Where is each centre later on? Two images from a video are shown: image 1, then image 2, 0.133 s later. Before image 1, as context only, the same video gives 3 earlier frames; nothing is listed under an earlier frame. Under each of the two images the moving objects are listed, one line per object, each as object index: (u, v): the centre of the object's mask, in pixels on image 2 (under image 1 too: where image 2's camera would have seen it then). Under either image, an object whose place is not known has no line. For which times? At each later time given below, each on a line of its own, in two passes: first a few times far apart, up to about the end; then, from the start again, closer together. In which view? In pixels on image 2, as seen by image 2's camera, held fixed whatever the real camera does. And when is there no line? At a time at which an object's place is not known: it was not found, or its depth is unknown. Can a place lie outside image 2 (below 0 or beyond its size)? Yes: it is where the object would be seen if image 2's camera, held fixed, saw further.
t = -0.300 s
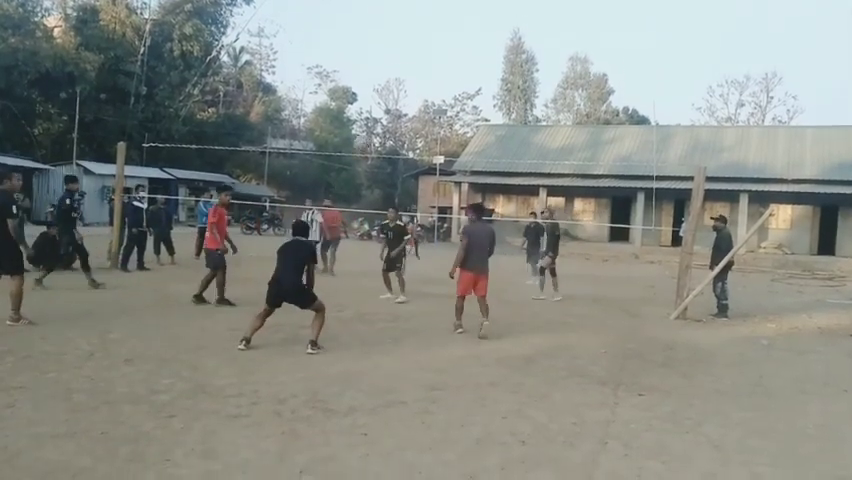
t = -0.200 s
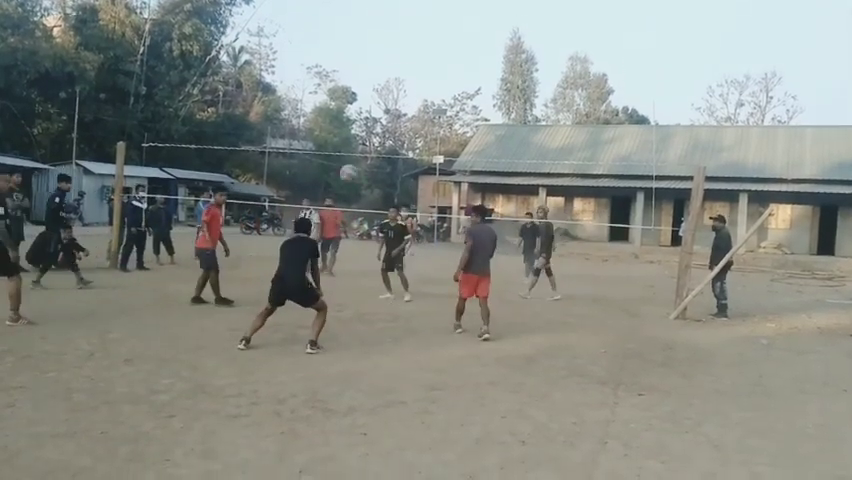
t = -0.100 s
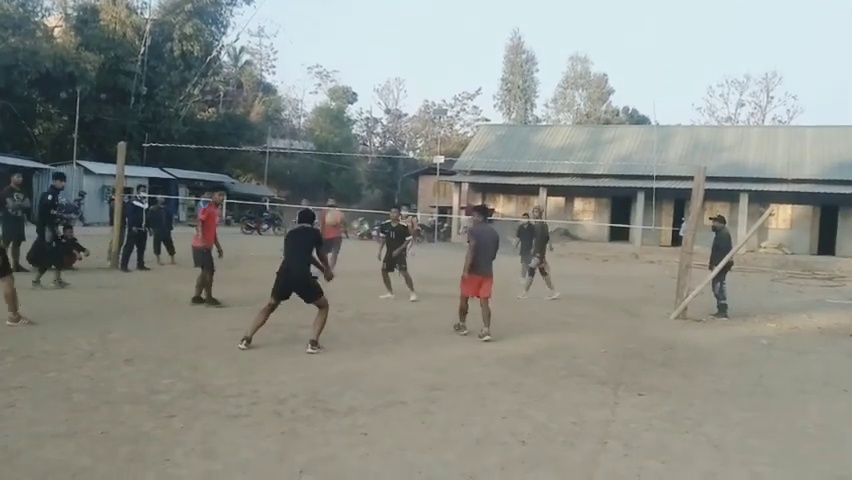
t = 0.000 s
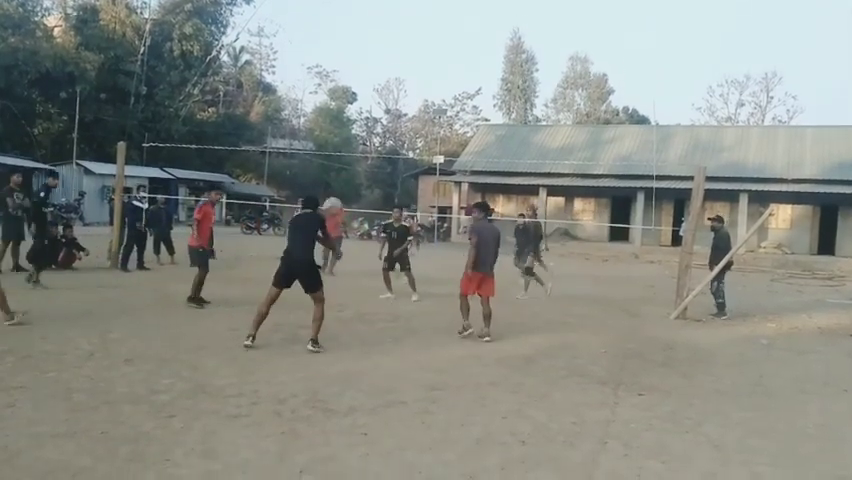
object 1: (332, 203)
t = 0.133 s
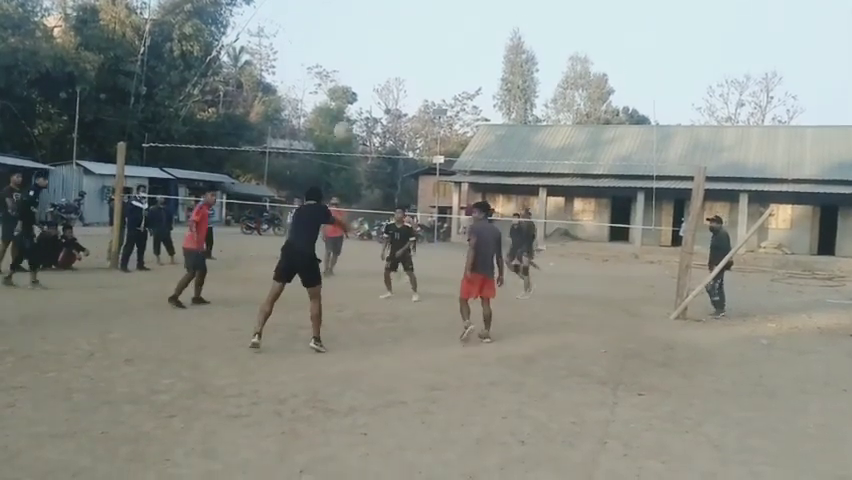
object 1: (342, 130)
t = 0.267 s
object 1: (352, 74)
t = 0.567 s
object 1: (368, 9)
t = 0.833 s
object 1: (377, 14)
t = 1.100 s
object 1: (384, 69)
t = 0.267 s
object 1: (352, 74)
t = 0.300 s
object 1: (354, 62)
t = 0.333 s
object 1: (356, 52)
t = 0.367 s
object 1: (358, 43)
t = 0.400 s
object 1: (360, 35)
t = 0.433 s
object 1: (362, 27)
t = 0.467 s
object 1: (364, 22)
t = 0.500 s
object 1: (365, 16)
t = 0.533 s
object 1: (366, 12)
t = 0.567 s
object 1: (368, 9)
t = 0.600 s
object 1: (369, 7)
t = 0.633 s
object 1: (371, 6)
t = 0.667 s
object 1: (372, 6)
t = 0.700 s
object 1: (373, 6)
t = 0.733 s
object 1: (374, 6)
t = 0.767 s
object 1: (375, 7)
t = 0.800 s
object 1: (376, 10)
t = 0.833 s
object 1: (377, 14)
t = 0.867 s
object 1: (379, 18)
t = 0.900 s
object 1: (379, 23)
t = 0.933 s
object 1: (380, 29)
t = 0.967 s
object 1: (381, 36)
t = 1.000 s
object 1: (381, 43)
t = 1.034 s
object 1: (382, 51)
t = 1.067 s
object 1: (383, 60)
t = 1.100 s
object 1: (384, 69)
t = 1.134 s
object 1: (384, 79)
